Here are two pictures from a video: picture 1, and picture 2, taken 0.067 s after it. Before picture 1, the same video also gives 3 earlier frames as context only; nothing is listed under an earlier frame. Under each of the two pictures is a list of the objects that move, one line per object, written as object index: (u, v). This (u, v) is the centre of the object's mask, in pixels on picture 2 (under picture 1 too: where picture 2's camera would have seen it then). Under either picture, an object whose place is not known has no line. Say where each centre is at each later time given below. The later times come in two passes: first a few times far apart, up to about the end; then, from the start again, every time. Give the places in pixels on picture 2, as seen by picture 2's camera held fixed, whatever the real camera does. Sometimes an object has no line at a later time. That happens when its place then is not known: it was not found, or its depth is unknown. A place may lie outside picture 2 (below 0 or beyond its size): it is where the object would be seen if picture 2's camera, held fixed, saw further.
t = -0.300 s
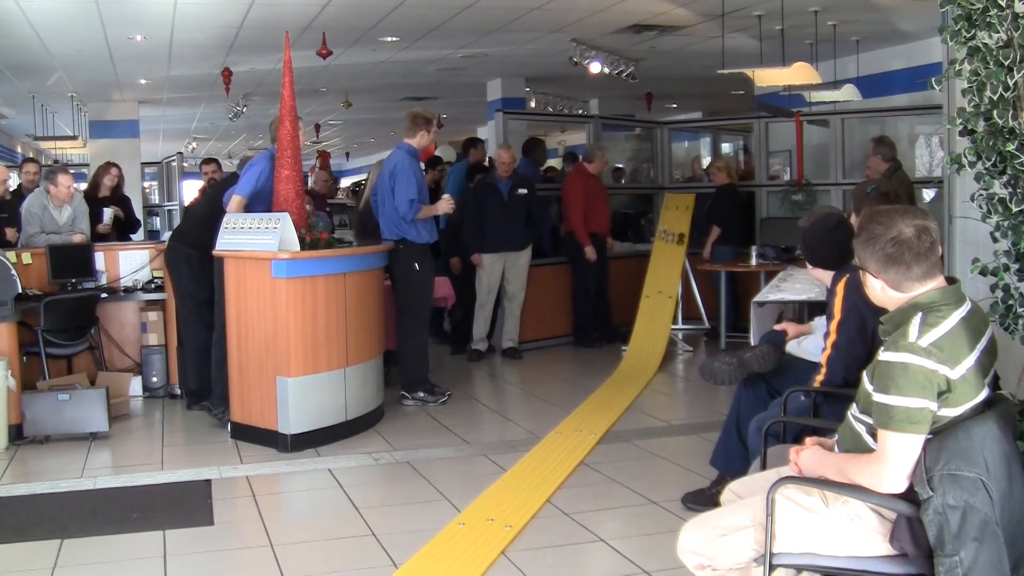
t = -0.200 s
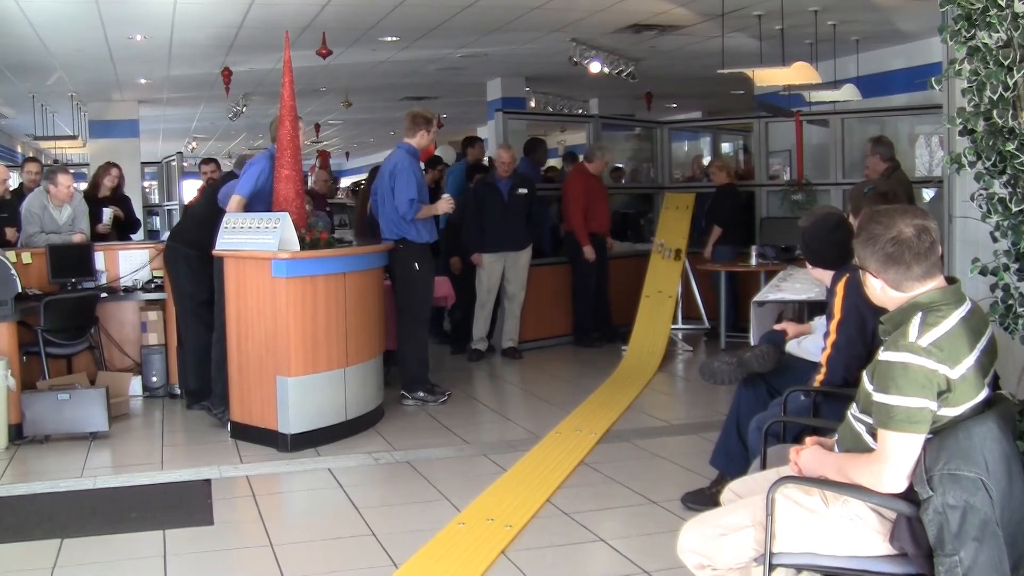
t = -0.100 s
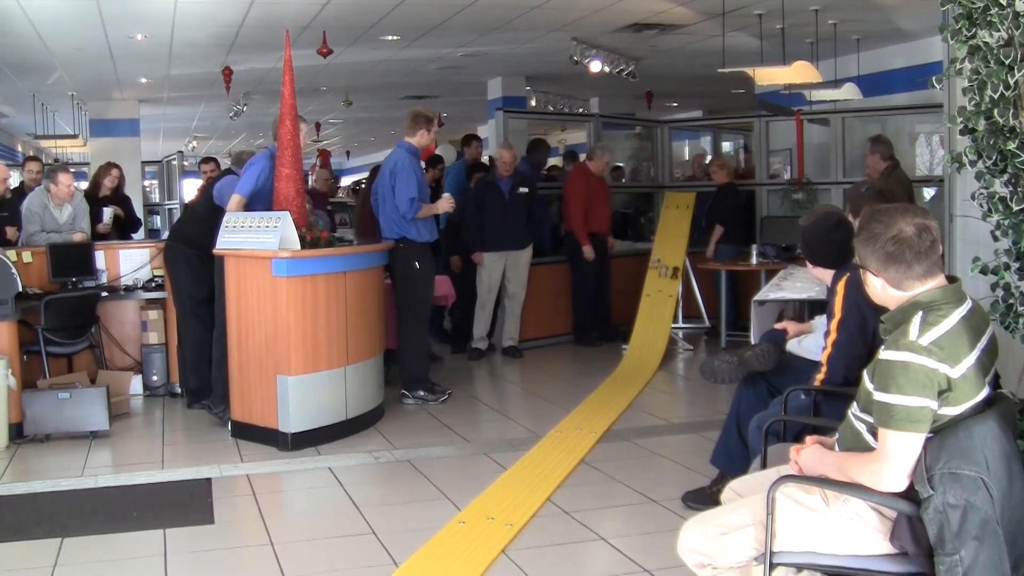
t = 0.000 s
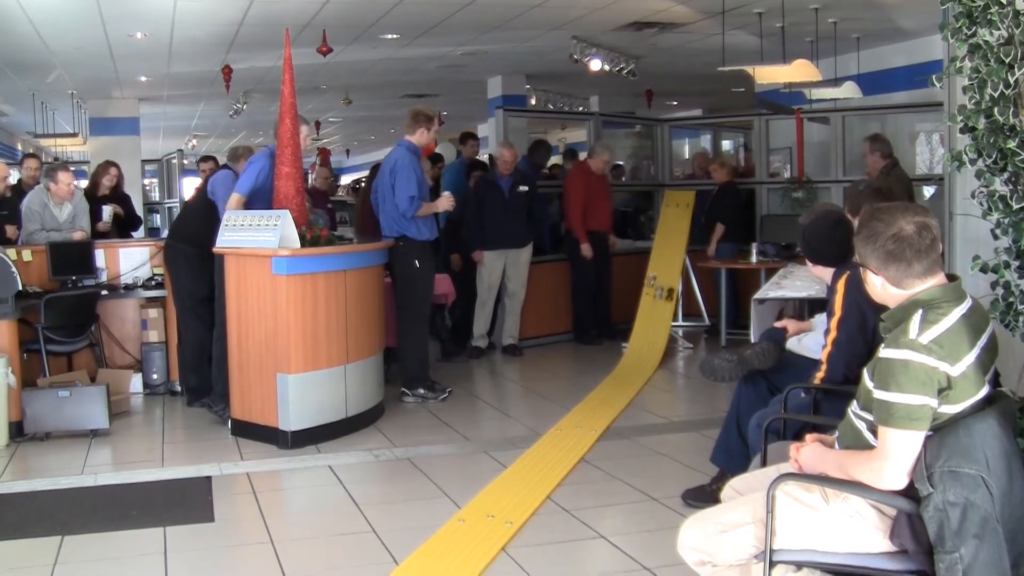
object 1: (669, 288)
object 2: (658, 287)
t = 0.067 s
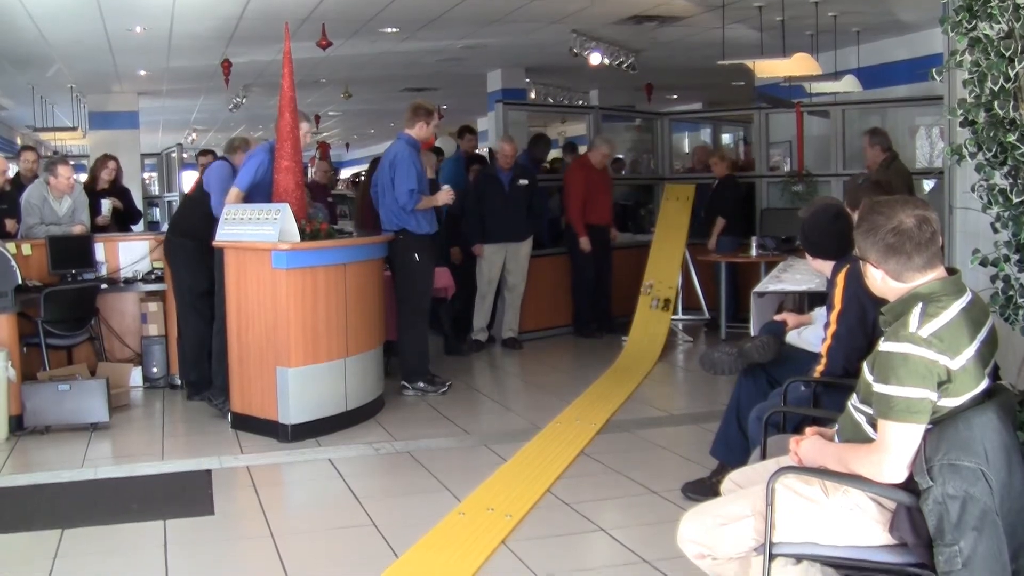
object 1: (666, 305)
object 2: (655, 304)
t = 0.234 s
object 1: (655, 345)
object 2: (643, 344)
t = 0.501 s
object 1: (631, 378)
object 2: (617, 378)
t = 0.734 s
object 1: (606, 407)
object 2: (589, 408)
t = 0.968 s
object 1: (572, 445)
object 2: (551, 447)
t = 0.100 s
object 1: (664, 314)
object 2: (653, 312)
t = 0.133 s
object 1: (662, 322)
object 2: (650, 321)
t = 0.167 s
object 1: (660, 331)
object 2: (648, 329)
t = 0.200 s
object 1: (658, 338)
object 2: (646, 337)
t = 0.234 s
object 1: (655, 345)
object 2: (643, 344)
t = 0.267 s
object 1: (653, 351)
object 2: (640, 350)
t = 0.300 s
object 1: (649, 356)
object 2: (637, 356)
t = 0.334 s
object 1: (647, 360)
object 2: (635, 360)
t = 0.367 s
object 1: (644, 364)
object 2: (631, 364)
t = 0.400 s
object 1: (641, 367)
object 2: (627, 367)
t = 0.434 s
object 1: (638, 371)
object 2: (625, 371)
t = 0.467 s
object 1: (634, 374)
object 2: (621, 374)
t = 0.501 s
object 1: (631, 378)
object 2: (617, 378)
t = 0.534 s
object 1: (628, 382)
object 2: (614, 382)
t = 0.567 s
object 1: (624, 386)
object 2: (610, 386)
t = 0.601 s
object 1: (621, 390)
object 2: (606, 390)
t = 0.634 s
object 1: (617, 394)
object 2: (602, 394)
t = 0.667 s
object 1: (614, 398)
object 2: (598, 399)
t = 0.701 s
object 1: (610, 403)
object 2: (594, 403)
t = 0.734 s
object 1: (606, 407)
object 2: (589, 408)
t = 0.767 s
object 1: (601, 412)
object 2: (584, 413)
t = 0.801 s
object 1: (597, 417)
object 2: (579, 418)
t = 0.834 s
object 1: (592, 422)
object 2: (574, 423)
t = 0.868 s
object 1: (588, 428)
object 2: (568, 429)
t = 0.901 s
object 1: (583, 433)
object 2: (563, 434)
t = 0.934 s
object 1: (578, 439)
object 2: (556, 440)
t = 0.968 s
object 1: (572, 445)
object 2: (551, 447)
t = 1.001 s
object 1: (566, 452)
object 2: (545, 453)
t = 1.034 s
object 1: (560, 458)
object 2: (538, 460)
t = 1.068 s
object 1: (554, 465)
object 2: (532, 467)
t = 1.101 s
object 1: (548, 472)
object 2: (524, 474)
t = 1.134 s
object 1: (541, 479)
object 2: (516, 482)
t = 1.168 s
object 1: (534, 487)
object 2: (508, 490)
